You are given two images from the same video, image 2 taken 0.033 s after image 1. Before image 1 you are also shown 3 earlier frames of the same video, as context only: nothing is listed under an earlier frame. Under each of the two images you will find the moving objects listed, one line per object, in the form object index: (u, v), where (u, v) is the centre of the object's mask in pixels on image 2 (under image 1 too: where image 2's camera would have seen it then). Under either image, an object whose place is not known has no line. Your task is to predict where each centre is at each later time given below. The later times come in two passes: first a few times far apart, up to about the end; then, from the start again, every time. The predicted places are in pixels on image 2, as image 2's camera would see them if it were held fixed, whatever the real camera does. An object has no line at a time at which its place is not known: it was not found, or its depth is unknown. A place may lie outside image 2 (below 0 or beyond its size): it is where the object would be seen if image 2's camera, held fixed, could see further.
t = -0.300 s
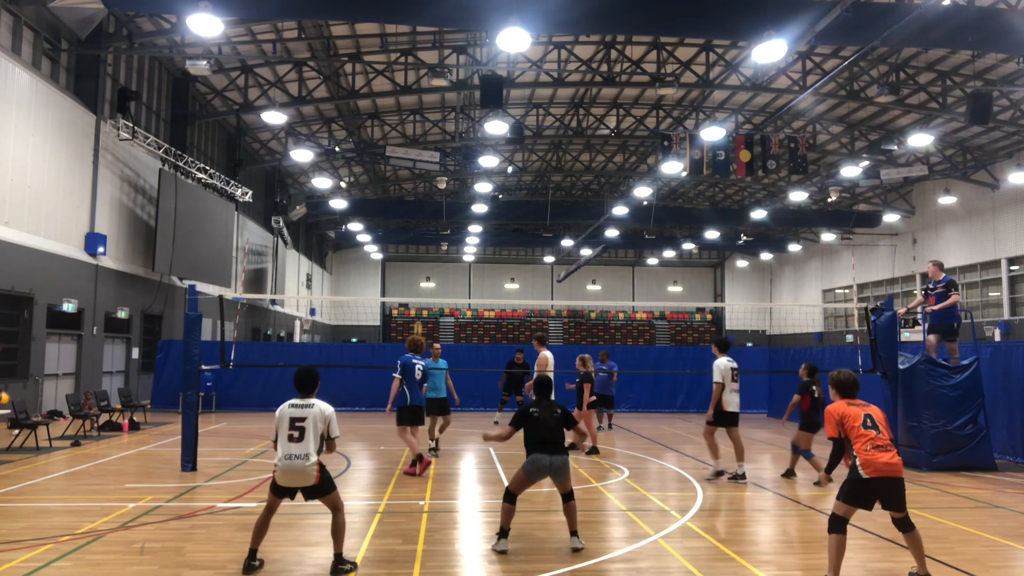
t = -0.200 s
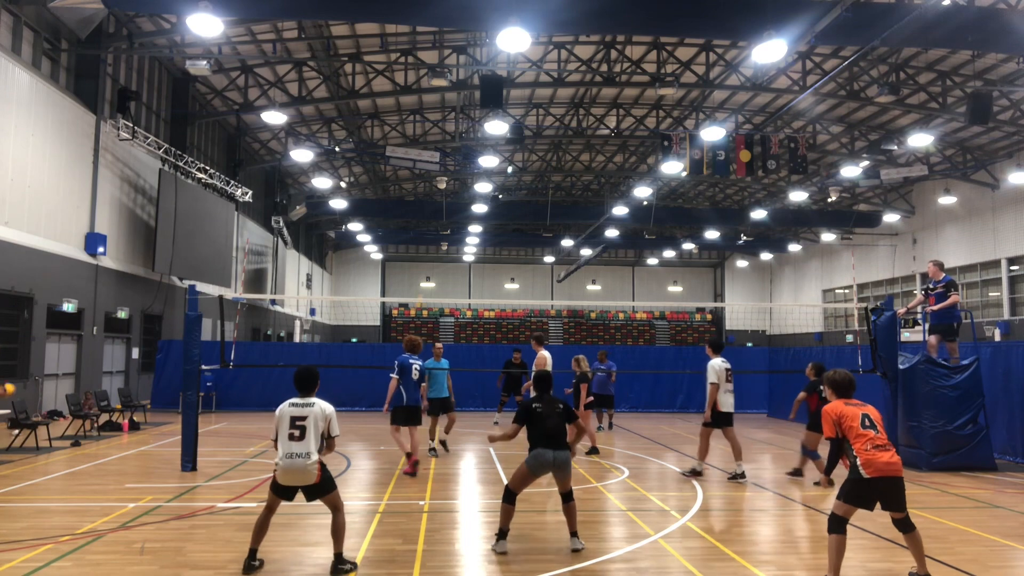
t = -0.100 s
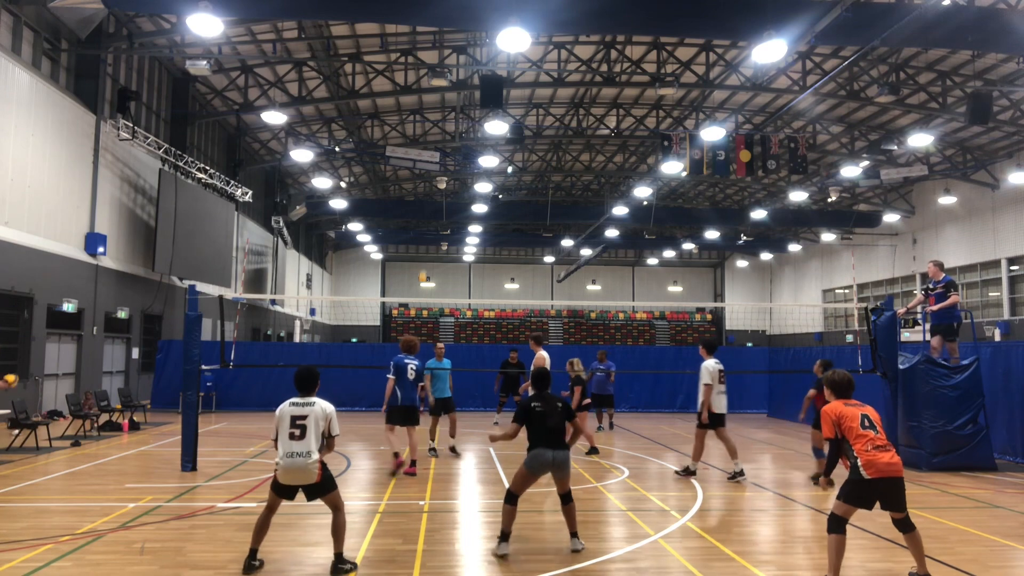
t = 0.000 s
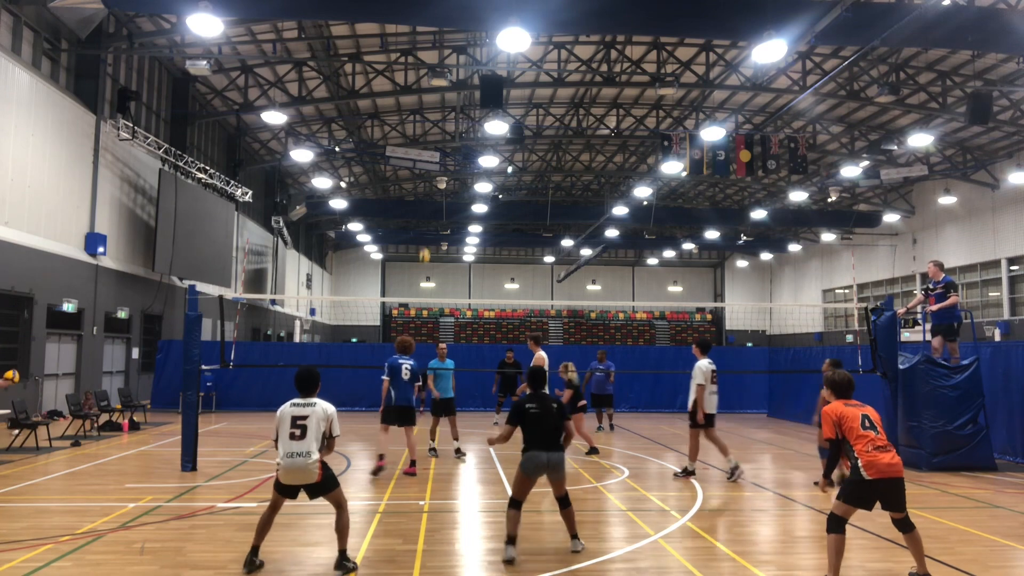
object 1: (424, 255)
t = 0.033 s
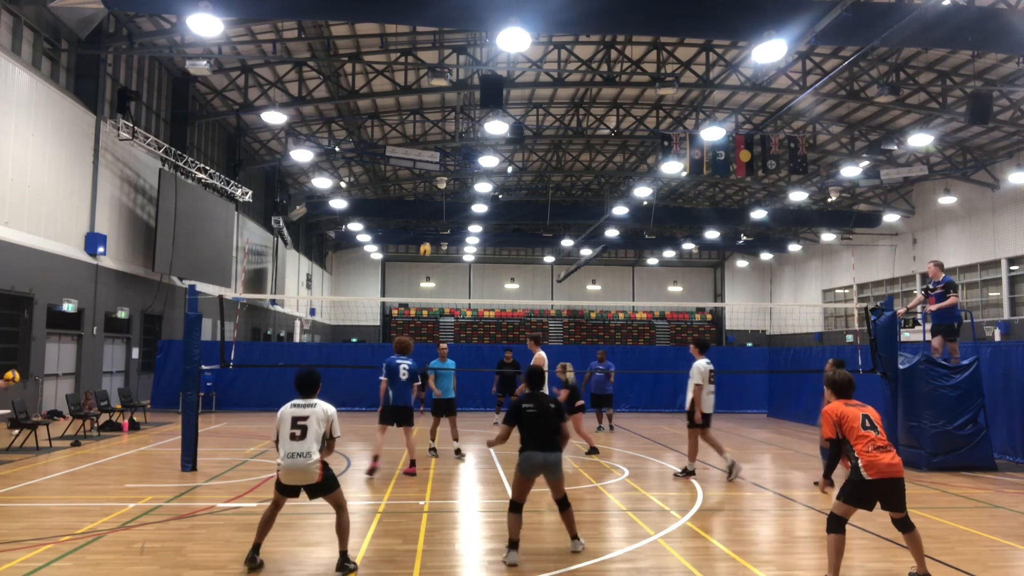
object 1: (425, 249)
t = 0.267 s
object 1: (429, 217)
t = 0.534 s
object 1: (432, 204)
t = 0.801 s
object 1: (434, 244)
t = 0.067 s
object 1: (426, 243)
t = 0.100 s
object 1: (427, 238)
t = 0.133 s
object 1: (428, 233)
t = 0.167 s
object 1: (428, 228)
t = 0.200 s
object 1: (429, 224)
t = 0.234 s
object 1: (429, 220)
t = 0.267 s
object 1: (429, 217)
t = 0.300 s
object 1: (430, 214)
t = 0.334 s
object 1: (430, 211)
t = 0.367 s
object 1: (431, 208)
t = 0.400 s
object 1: (431, 206)
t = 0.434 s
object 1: (432, 204)
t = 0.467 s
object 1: (432, 203)
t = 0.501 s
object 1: (432, 203)
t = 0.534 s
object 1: (432, 204)
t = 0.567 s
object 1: (432, 205)
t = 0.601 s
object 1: (431, 207)
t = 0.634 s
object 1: (431, 210)
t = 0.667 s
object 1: (432, 215)
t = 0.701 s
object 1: (432, 220)
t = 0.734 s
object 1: (433, 226)
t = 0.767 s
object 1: (433, 234)
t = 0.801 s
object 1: (434, 244)
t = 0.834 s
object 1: (436, 257)
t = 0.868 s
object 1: (438, 270)
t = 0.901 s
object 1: (440, 286)
